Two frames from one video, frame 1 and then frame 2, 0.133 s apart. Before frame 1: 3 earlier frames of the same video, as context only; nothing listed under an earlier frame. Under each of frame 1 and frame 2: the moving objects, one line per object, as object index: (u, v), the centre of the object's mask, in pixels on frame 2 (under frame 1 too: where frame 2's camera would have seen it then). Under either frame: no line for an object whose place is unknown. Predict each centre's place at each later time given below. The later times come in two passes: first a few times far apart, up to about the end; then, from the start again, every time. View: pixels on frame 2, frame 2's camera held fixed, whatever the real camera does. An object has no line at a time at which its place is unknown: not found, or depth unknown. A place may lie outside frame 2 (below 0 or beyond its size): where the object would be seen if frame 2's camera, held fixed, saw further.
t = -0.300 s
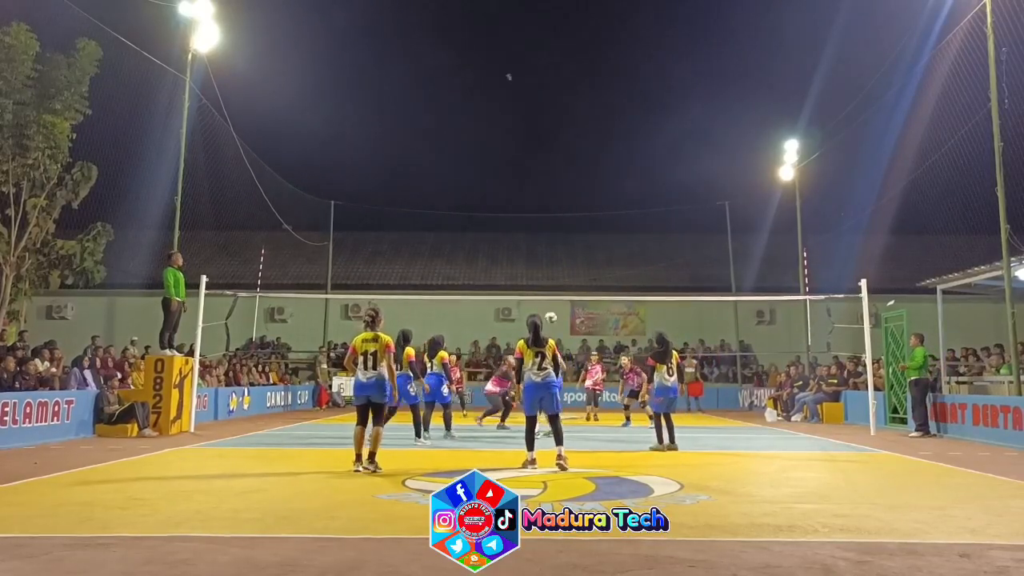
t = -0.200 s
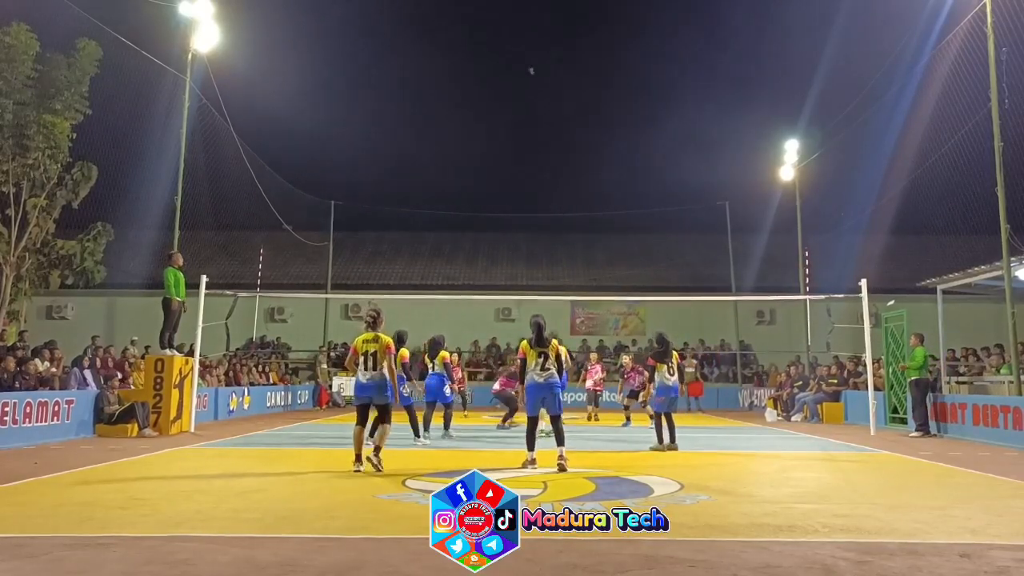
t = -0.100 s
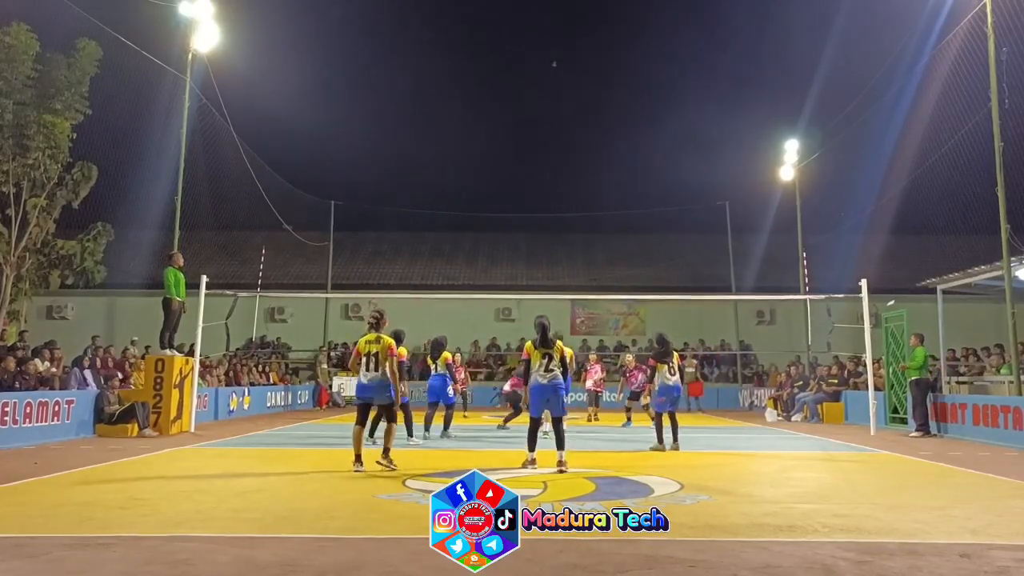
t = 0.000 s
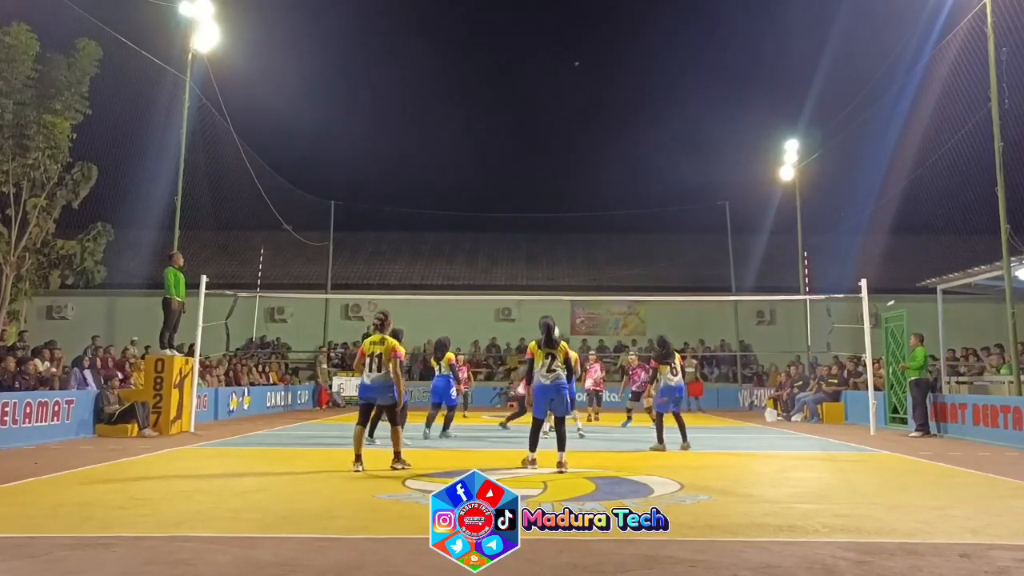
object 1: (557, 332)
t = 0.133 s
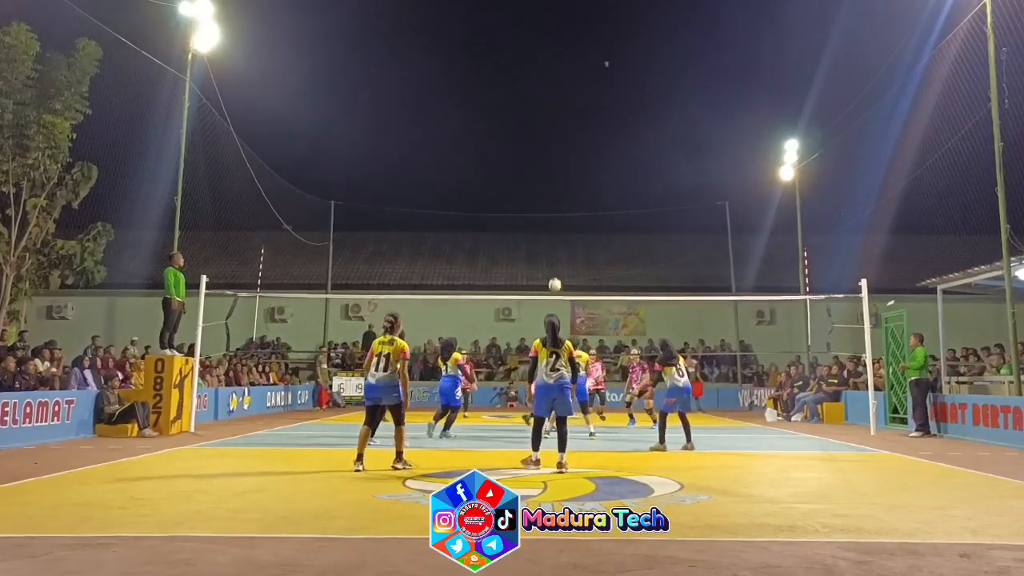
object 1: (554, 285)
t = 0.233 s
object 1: (556, 257)
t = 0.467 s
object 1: (558, 214)
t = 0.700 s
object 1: (559, 201)
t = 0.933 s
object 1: (560, 217)
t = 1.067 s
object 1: (561, 240)
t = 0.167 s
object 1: (555, 274)
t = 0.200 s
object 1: (555, 265)
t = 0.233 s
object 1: (556, 257)
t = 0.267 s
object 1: (556, 248)
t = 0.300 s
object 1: (556, 241)
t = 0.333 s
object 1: (557, 235)
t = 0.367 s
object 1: (557, 229)
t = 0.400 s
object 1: (557, 223)
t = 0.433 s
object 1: (557, 218)
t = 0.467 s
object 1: (558, 214)
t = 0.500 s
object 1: (558, 210)
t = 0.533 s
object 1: (558, 207)
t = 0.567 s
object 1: (558, 205)
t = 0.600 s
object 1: (558, 203)
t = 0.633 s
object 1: (558, 202)
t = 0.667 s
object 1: (559, 201)
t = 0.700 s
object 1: (559, 201)
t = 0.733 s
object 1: (559, 202)
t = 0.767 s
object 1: (559, 203)
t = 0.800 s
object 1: (559, 204)
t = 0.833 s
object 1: (560, 207)
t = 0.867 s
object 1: (559, 210)
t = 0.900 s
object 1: (560, 213)
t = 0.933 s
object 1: (560, 217)
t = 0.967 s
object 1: (560, 222)
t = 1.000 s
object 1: (560, 227)
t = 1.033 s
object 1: (560, 233)
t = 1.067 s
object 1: (561, 240)
